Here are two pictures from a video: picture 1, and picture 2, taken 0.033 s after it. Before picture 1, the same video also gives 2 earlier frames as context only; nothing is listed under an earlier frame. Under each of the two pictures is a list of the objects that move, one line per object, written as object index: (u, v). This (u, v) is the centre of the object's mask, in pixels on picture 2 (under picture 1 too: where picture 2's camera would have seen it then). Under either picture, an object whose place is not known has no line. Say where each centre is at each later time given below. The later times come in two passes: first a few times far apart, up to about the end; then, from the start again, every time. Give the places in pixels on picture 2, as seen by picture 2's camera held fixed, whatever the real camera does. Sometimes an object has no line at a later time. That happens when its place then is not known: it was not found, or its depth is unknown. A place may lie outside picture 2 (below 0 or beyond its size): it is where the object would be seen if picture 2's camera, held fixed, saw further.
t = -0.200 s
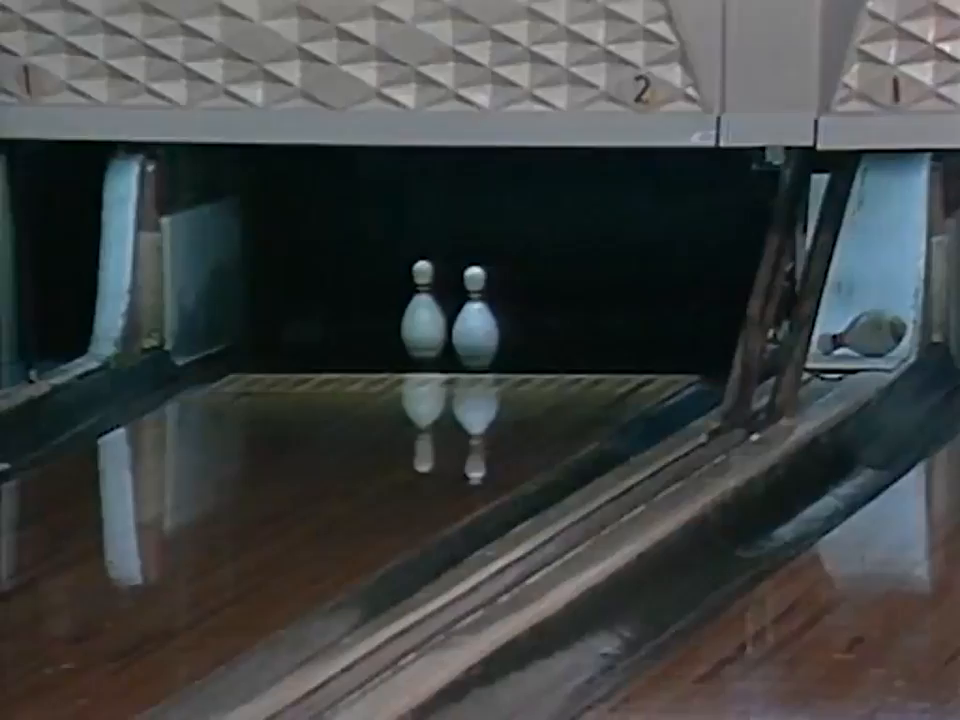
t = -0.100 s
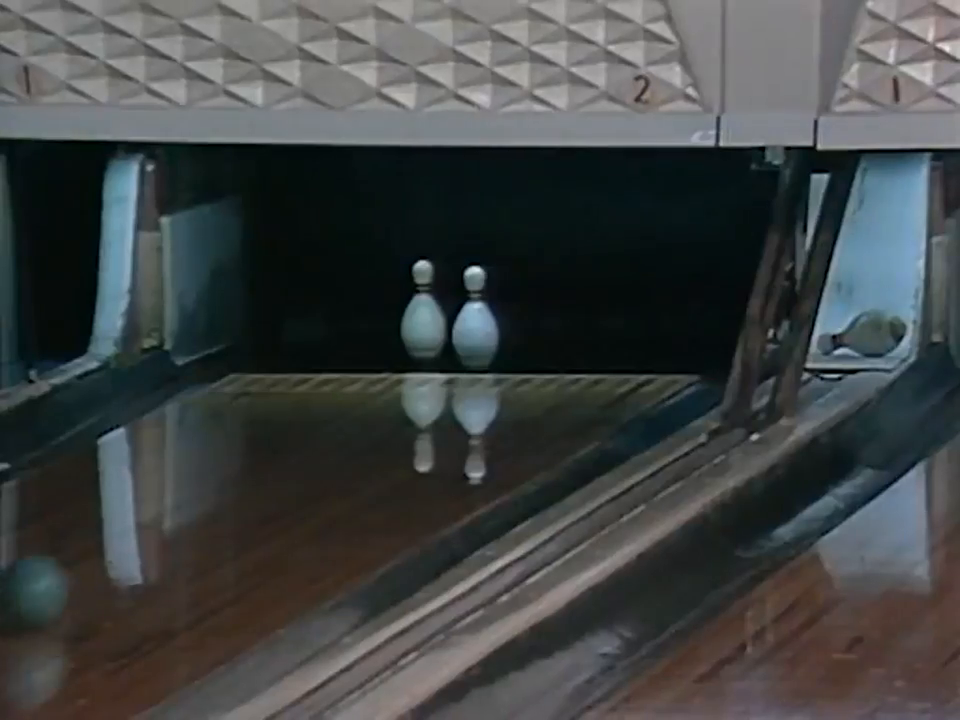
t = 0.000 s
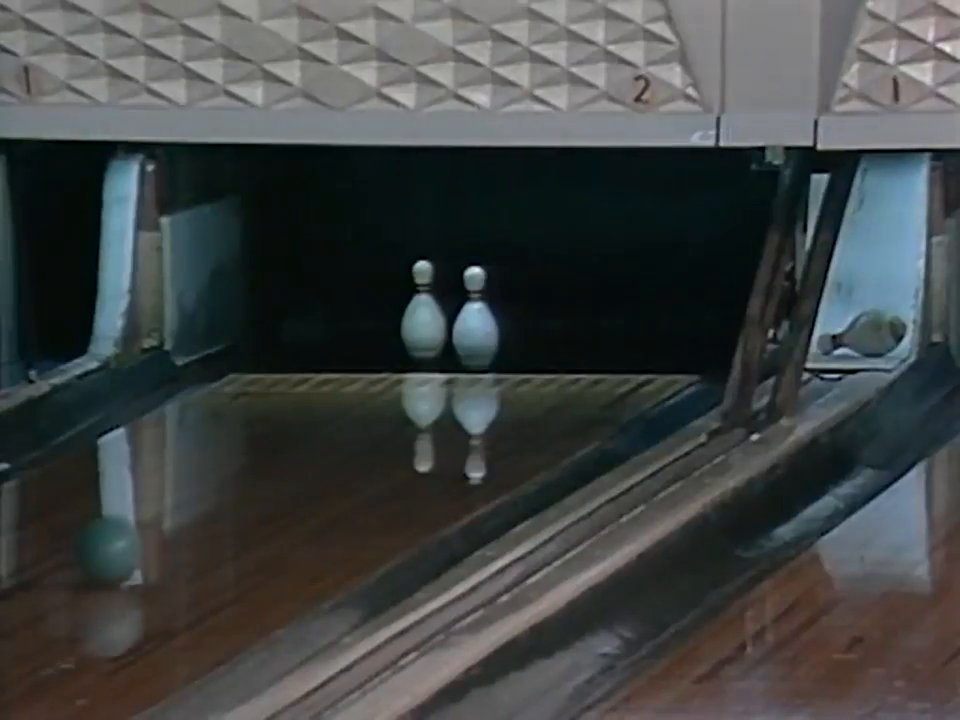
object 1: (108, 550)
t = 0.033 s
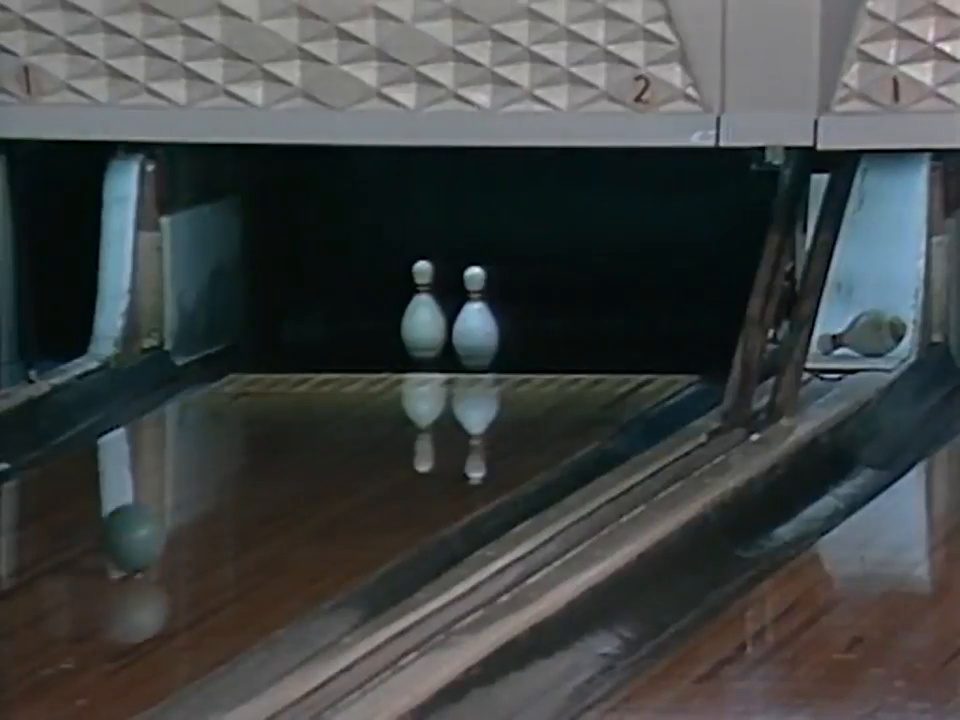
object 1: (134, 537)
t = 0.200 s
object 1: (245, 480)
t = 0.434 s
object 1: (361, 418)
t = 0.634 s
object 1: (437, 369)
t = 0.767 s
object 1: (479, 340)
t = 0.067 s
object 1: (158, 526)
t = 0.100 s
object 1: (181, 513)
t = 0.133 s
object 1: (202, 503)
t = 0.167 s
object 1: (223, 492)
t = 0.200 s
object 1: (245, 480)
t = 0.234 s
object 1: (266, 469)
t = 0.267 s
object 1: (282, 460)
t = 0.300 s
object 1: (299, 451)
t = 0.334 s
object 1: (315, 442)
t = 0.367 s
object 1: (332, 433)
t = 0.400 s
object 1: (348, 425)
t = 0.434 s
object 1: (361, 418)
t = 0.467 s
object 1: (374, 410)
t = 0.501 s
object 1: (387, 398)
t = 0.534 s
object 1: (399, 391)
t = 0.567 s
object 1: (412, 383)
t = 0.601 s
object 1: (424, 376)
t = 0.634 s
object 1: (437, 369)
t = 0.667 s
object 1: (448, 361)
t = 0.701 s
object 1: (460, 353)
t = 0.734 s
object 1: (470, 345)
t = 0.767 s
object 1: (479, 340)
